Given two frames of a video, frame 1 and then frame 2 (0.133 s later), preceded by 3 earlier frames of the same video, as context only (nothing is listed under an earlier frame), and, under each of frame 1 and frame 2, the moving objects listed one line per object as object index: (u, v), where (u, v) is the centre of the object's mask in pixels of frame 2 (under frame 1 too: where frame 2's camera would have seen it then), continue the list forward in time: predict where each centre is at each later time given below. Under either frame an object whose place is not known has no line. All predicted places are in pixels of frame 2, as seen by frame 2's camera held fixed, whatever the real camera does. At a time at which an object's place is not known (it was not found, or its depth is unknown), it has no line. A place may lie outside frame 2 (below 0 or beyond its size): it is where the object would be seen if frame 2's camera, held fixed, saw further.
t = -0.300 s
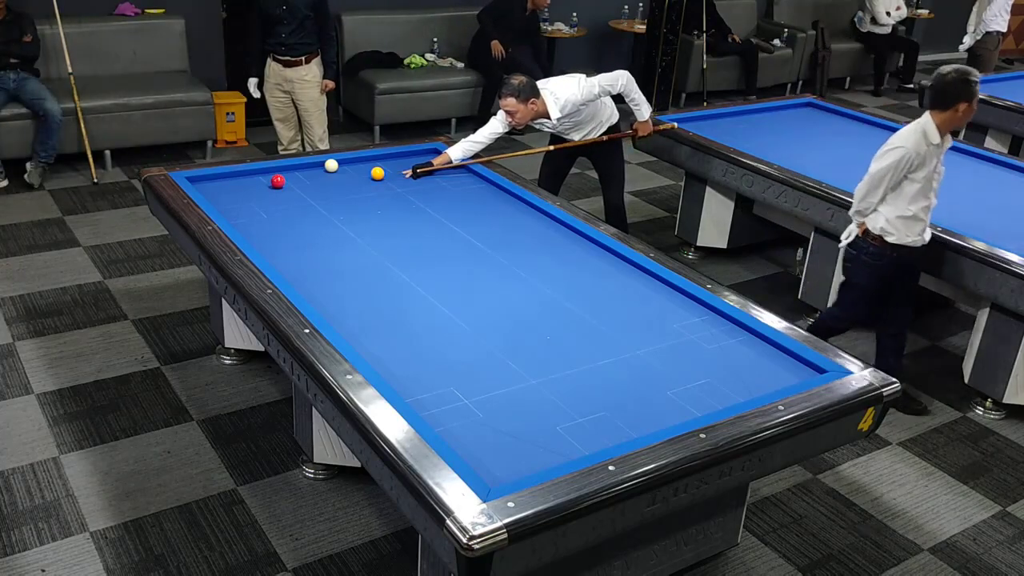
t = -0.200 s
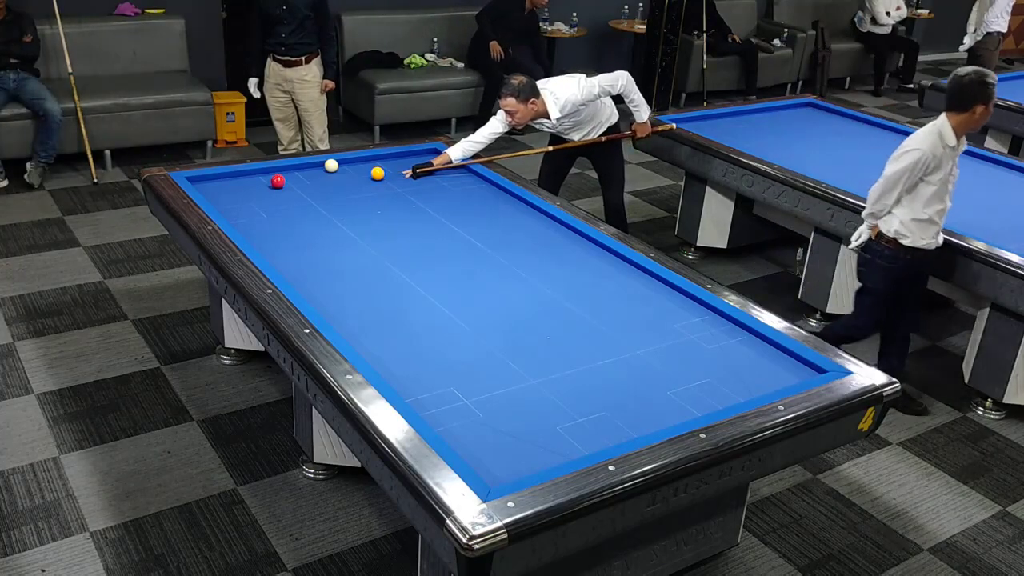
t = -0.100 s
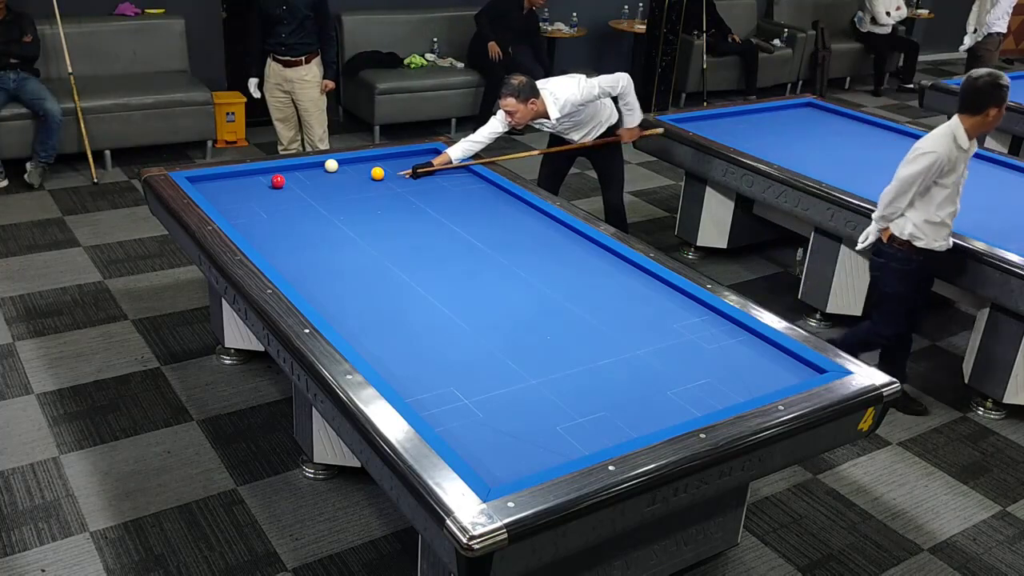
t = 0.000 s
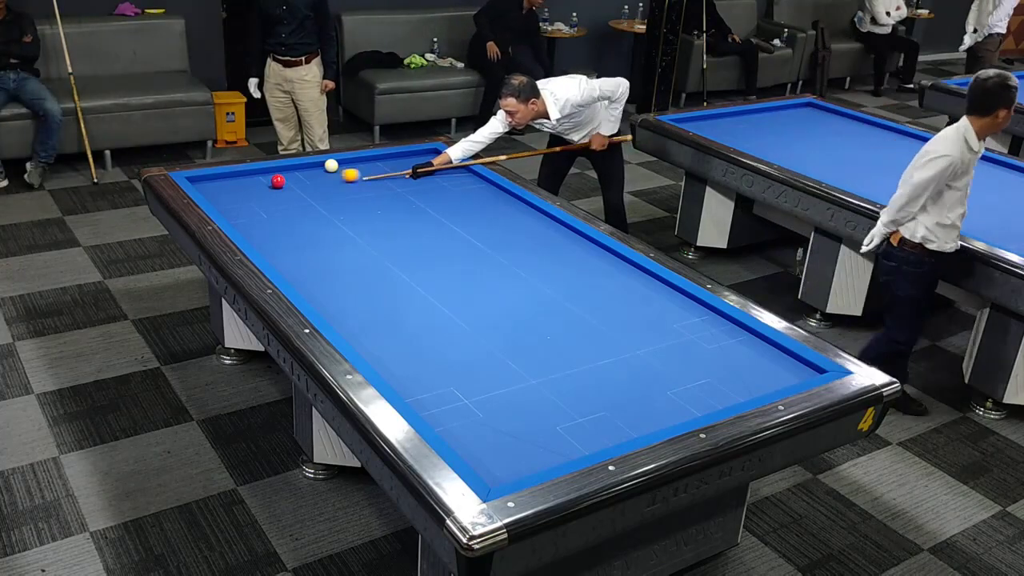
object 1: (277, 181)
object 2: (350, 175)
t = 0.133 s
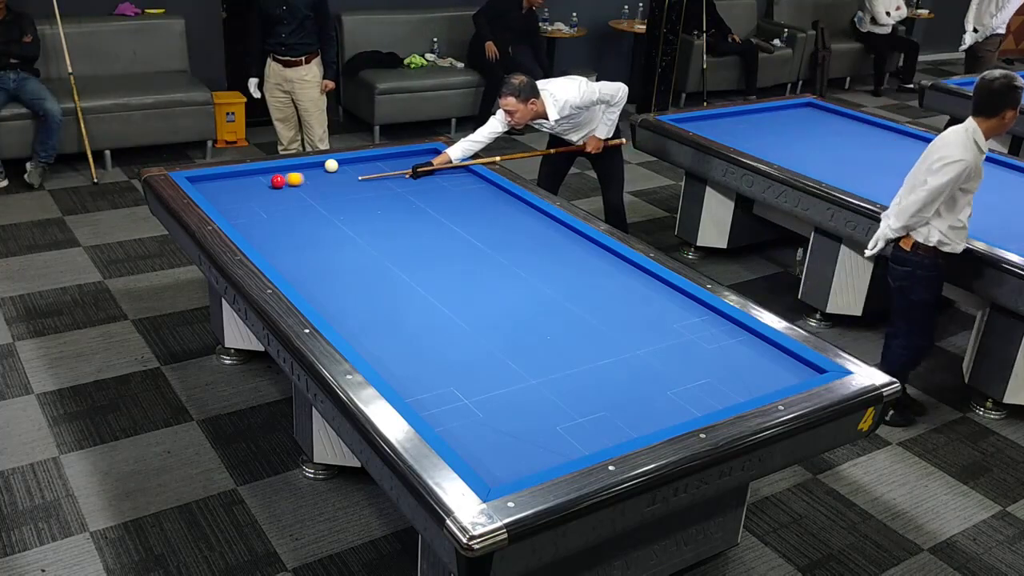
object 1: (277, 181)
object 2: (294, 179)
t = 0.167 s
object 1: (269, 182)
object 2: (290, 179)
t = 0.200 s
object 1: (256, 184)
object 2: (289, 178)
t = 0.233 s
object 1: (244, 186)
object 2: (289, 177)
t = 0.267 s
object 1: (233, 187)
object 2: (290, 177)
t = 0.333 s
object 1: (211, 190)
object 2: (291, 176)
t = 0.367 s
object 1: (206, 190)
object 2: (291, 175)
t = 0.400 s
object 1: (214, 189)
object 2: (292, 175)
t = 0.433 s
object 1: (223, 188)
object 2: (292, 174)
